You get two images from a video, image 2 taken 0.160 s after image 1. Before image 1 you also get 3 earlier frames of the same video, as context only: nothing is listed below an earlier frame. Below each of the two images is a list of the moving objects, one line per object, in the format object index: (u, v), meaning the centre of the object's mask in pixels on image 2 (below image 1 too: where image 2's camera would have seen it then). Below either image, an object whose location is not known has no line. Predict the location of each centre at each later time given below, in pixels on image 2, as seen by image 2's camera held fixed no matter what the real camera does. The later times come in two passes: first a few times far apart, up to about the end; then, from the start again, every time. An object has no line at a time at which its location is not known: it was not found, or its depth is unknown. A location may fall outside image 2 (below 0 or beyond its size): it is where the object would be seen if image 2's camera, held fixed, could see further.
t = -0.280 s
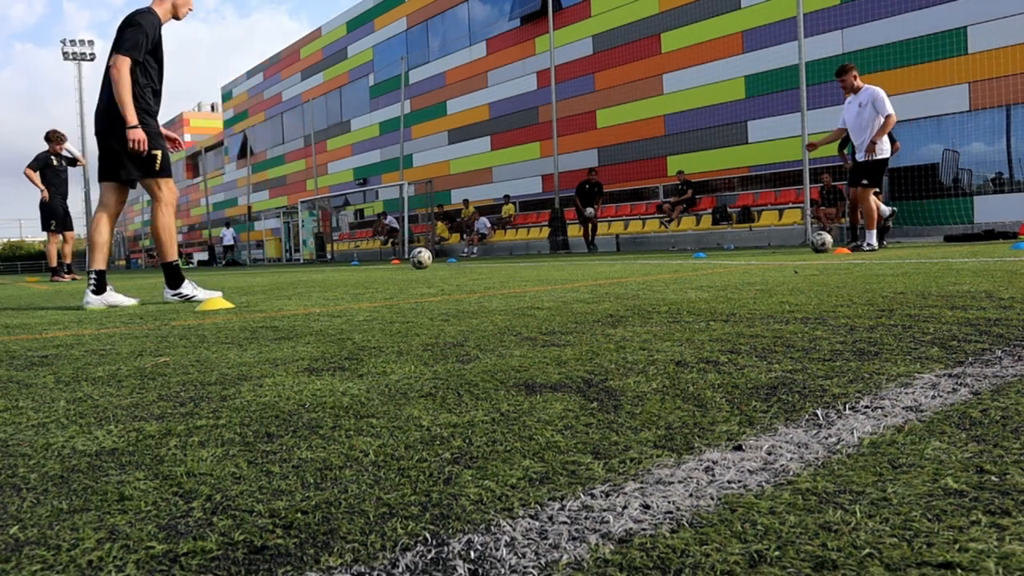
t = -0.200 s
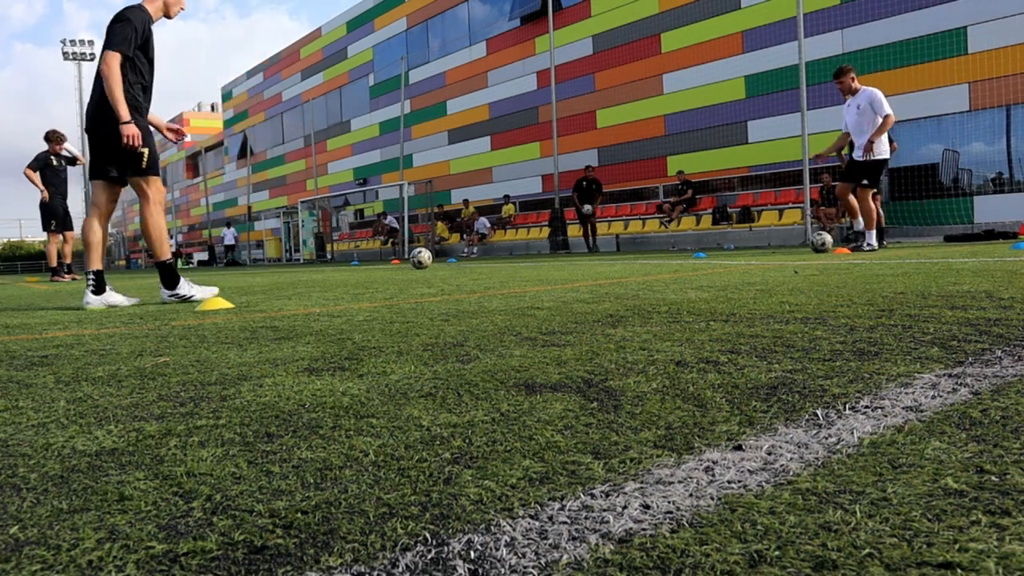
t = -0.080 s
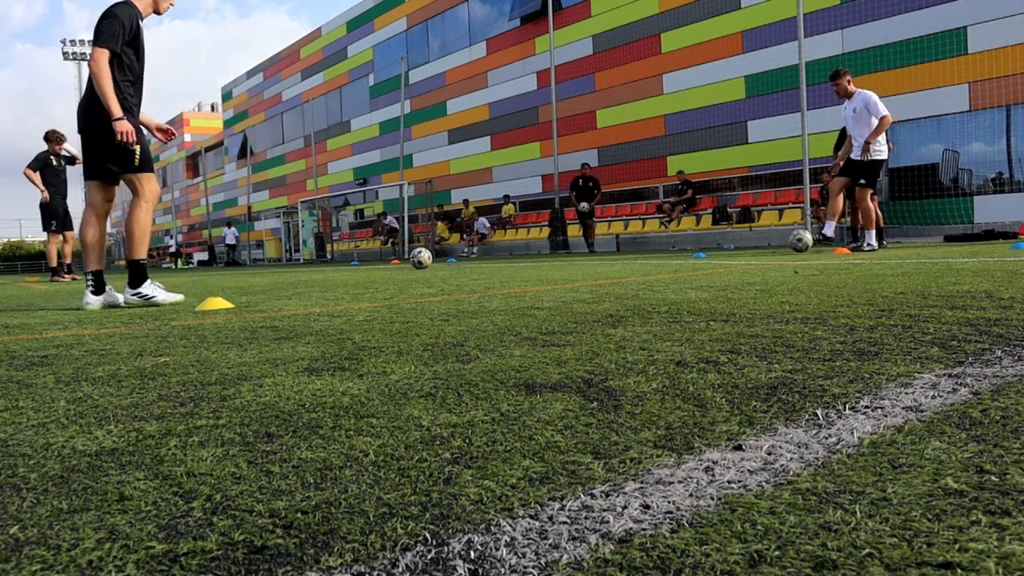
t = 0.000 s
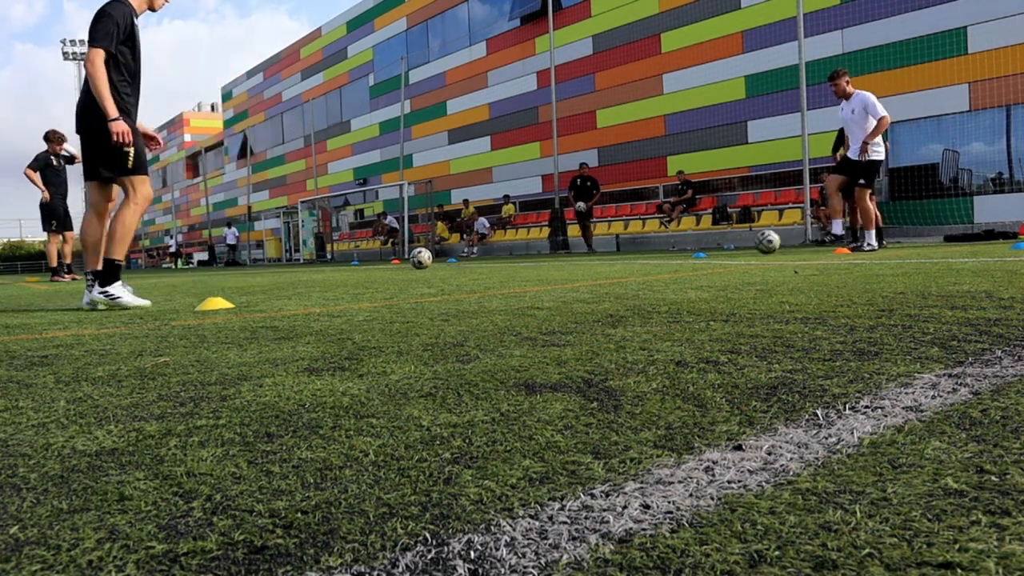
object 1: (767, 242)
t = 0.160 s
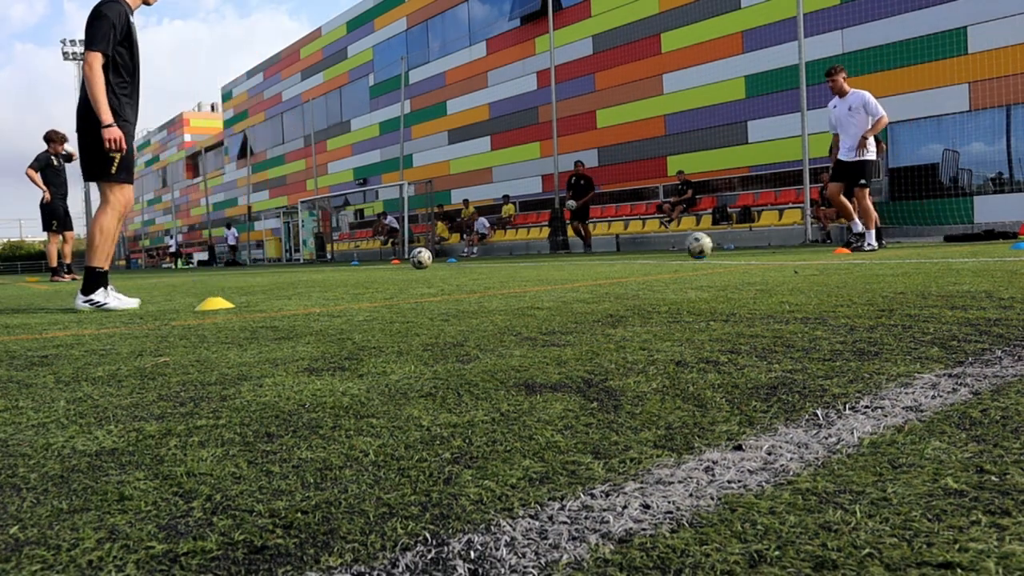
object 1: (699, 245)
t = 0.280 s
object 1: (649, 246)
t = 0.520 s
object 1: (540, 256)
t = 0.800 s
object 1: (390, 264)
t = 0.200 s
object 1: (681, 248)
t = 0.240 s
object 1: (665, 246)
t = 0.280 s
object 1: (649, 246)
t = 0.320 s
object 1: (631, 248)
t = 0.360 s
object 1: (614, 252)
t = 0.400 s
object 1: (596, 251)
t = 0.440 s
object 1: (578, 251)
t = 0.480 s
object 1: (560, 252)
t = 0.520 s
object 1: (540, 256)
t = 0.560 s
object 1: (521, 257)
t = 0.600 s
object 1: (501, 256)
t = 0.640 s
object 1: (480, 255)
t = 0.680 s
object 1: (458, 259)
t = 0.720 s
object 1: (437, 264)
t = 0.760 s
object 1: (414, 263)
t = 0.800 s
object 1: (390, 264)
